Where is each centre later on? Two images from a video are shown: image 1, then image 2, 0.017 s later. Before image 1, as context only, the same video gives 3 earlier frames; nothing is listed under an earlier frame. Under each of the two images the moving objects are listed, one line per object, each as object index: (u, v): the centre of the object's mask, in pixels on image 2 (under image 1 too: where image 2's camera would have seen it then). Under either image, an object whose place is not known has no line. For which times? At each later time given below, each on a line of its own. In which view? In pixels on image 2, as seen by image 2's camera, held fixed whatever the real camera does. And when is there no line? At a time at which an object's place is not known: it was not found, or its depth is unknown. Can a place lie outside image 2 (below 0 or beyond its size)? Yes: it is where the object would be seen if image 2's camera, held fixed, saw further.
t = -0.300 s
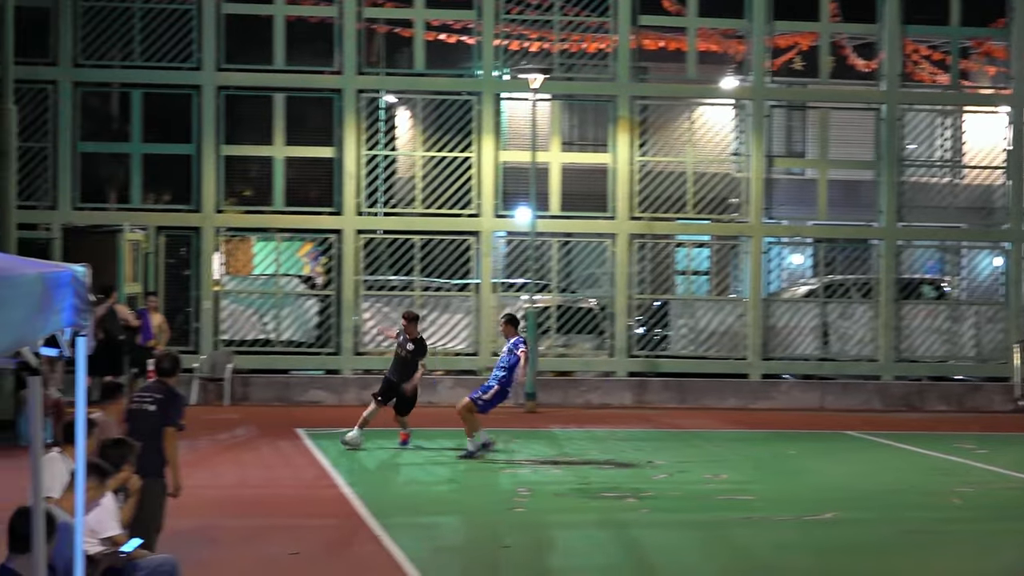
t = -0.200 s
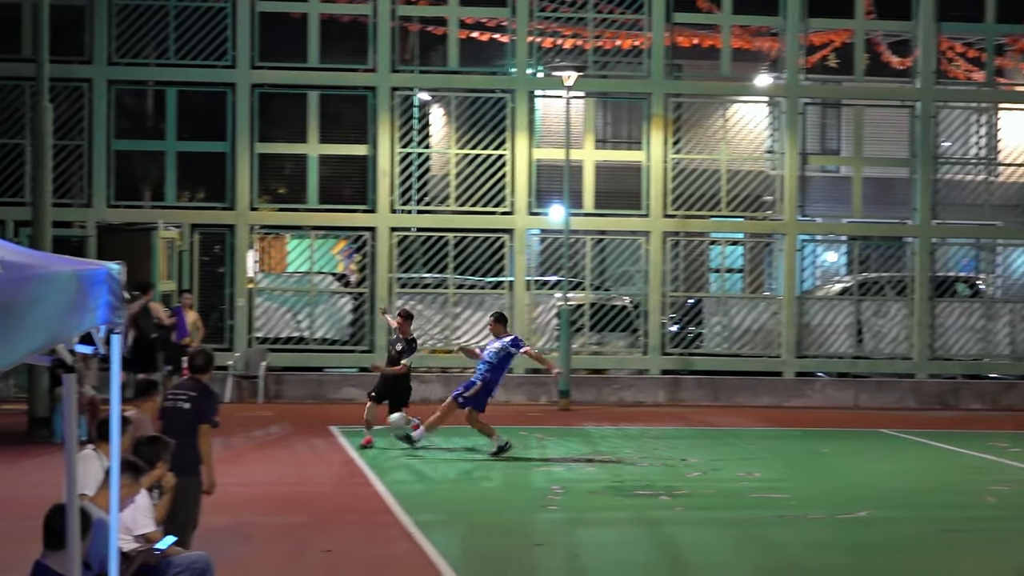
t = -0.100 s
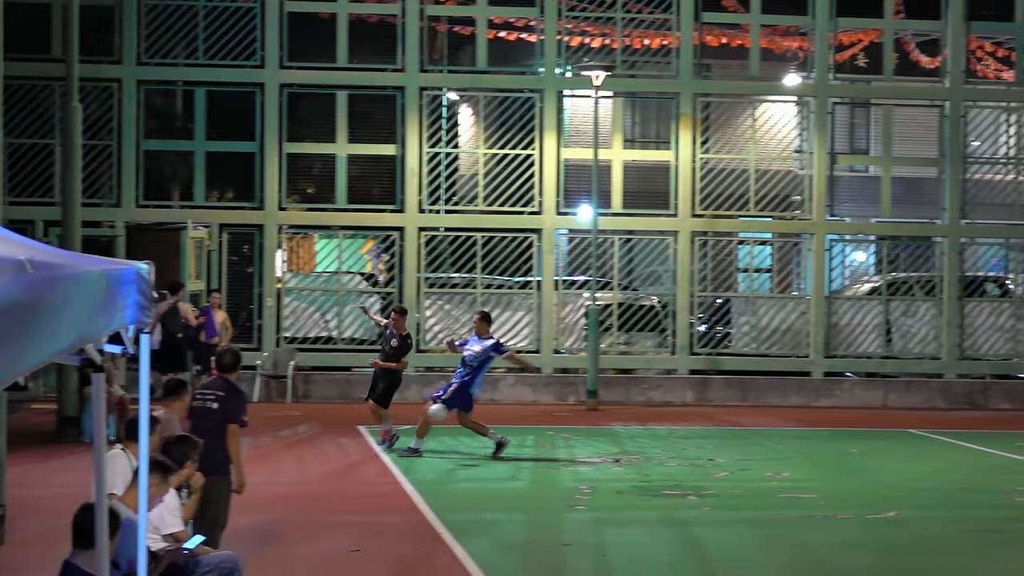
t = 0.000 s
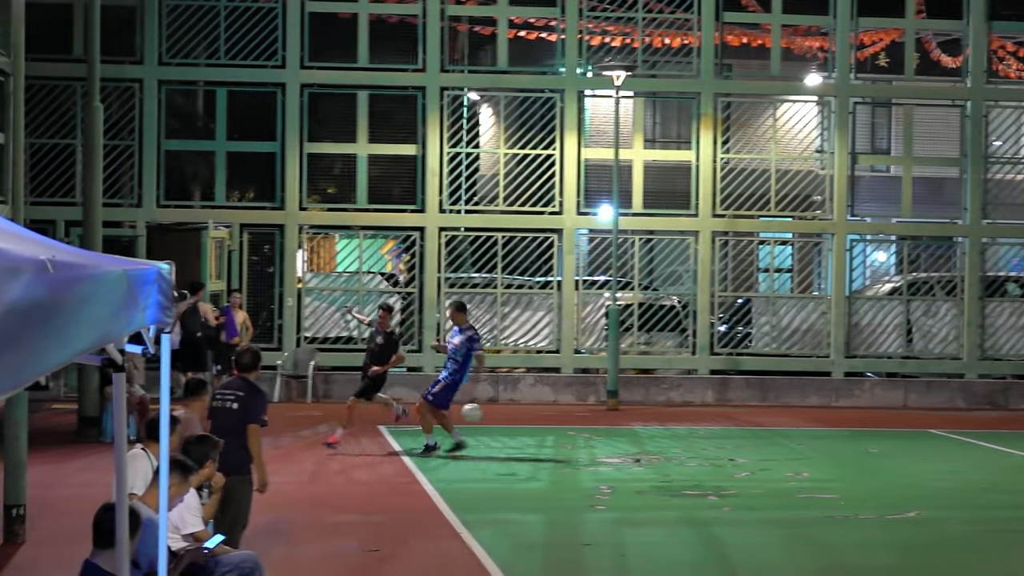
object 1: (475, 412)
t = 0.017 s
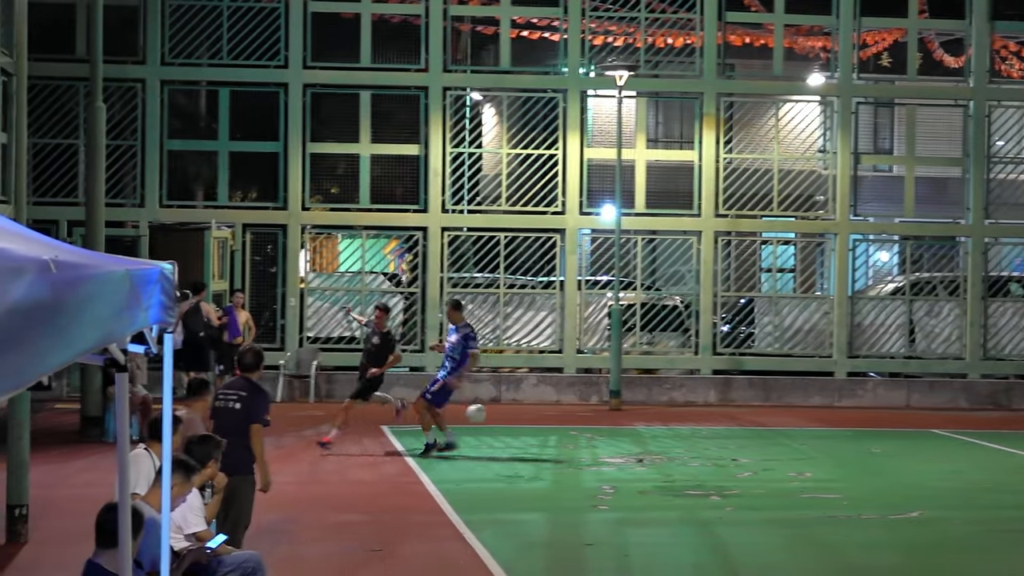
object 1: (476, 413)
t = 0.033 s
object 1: (479, 414)
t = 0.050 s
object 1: (481, 415)
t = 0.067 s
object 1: (484, 417)
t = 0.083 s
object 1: (486, 418)
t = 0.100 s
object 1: (489, 421)
